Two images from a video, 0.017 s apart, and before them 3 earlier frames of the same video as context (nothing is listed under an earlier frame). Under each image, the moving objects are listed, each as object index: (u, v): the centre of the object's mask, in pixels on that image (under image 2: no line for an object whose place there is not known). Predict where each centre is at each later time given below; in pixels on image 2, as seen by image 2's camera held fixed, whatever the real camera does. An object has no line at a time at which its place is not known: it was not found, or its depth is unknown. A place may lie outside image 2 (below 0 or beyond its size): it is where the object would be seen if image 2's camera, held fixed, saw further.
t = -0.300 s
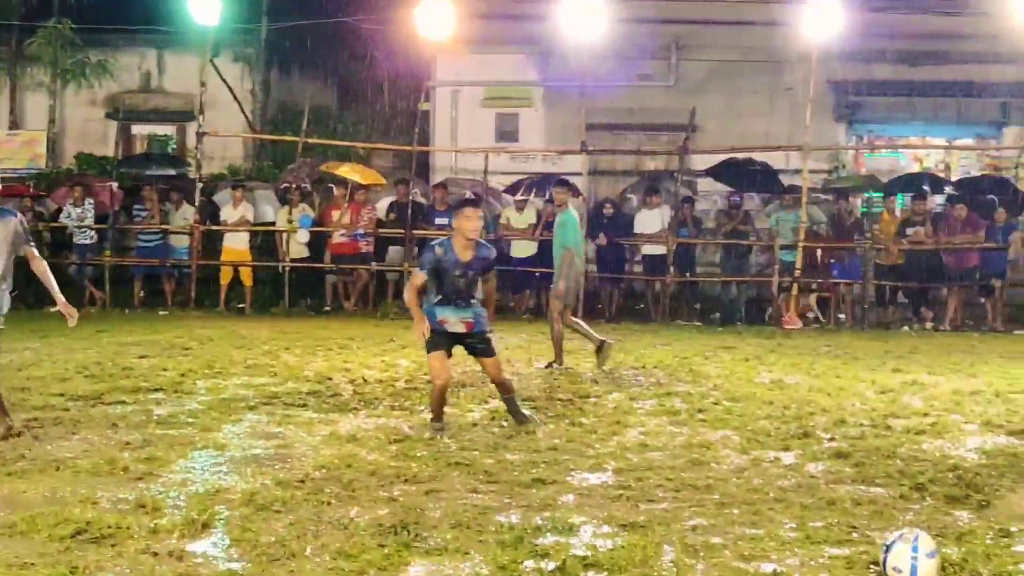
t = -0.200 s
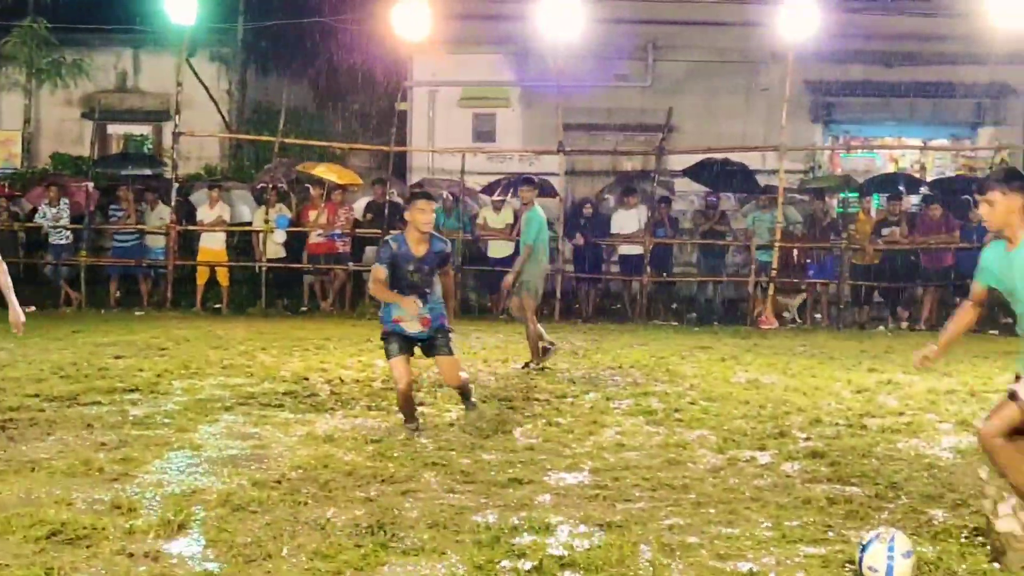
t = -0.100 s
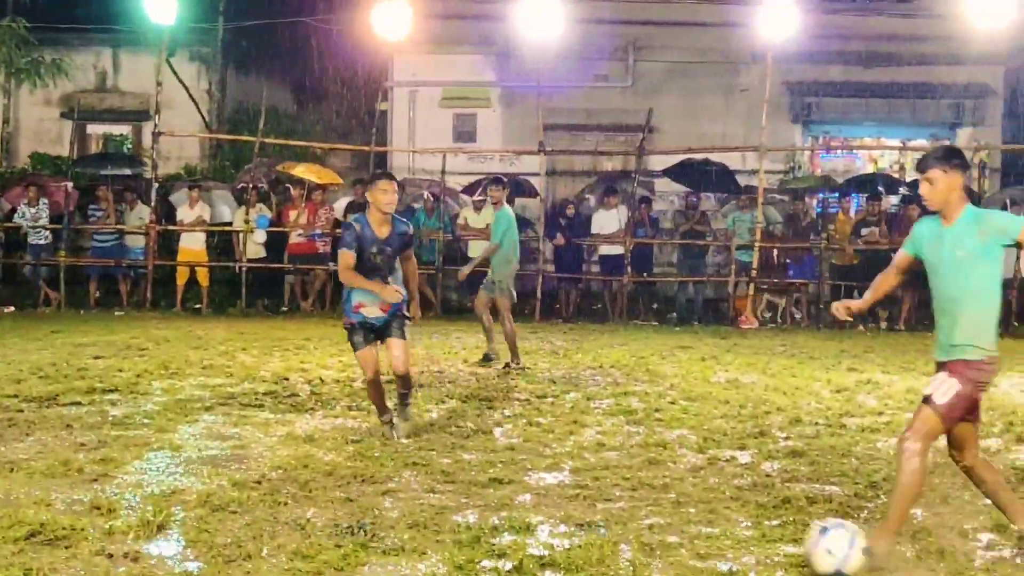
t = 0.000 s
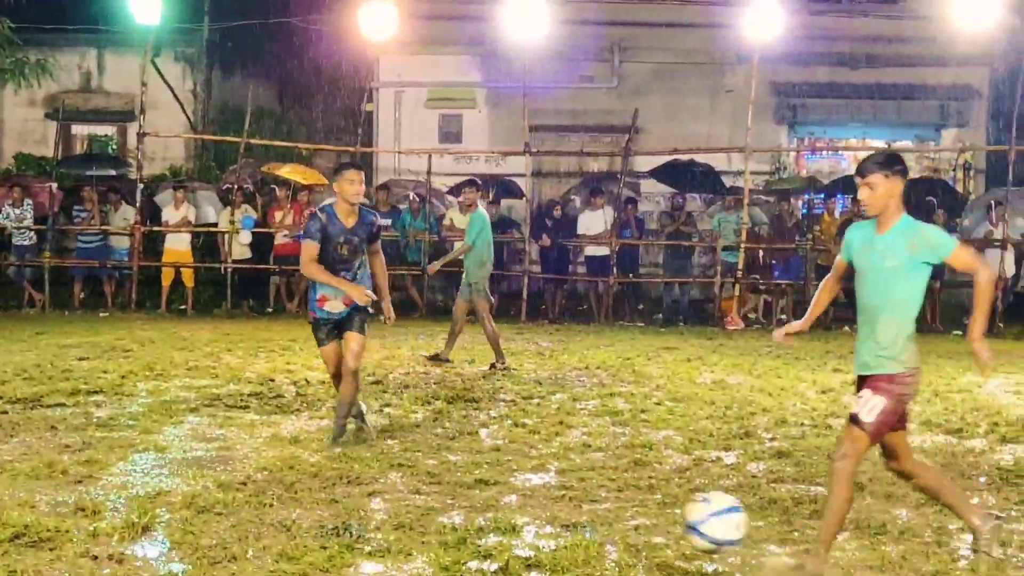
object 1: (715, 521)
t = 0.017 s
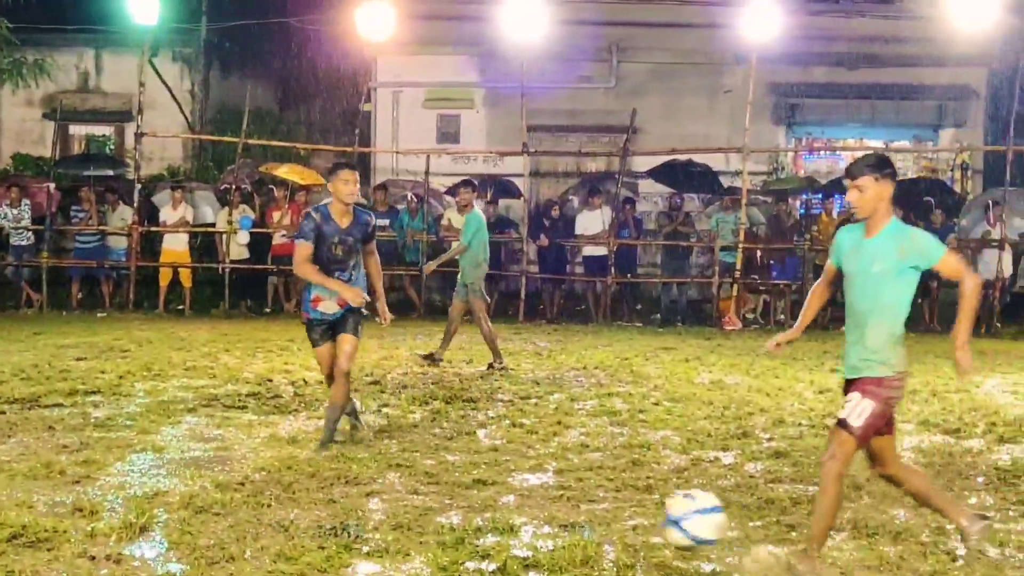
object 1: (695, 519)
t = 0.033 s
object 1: (676, 517)
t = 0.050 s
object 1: (658, 516)
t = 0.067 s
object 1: (638, 516)
